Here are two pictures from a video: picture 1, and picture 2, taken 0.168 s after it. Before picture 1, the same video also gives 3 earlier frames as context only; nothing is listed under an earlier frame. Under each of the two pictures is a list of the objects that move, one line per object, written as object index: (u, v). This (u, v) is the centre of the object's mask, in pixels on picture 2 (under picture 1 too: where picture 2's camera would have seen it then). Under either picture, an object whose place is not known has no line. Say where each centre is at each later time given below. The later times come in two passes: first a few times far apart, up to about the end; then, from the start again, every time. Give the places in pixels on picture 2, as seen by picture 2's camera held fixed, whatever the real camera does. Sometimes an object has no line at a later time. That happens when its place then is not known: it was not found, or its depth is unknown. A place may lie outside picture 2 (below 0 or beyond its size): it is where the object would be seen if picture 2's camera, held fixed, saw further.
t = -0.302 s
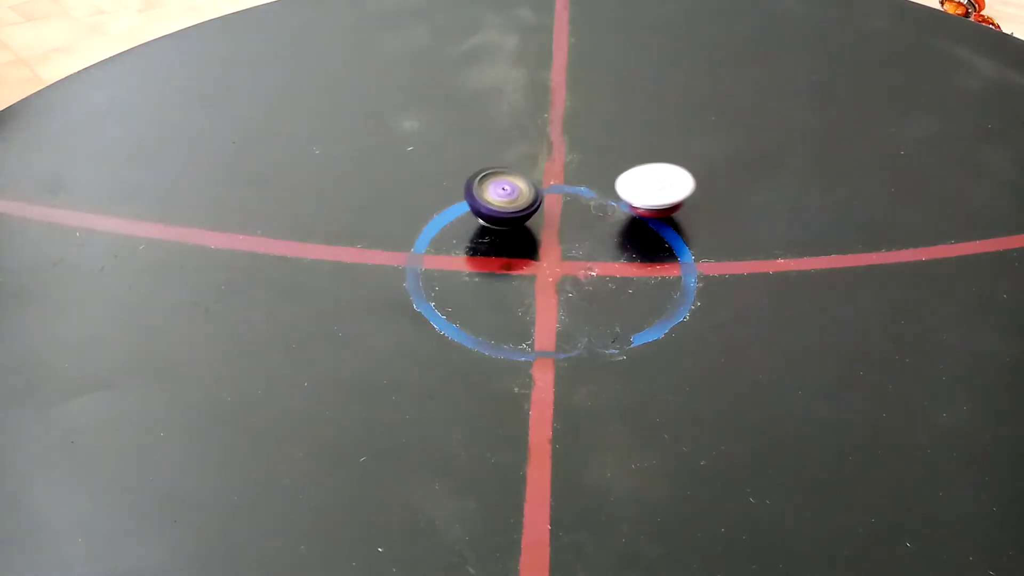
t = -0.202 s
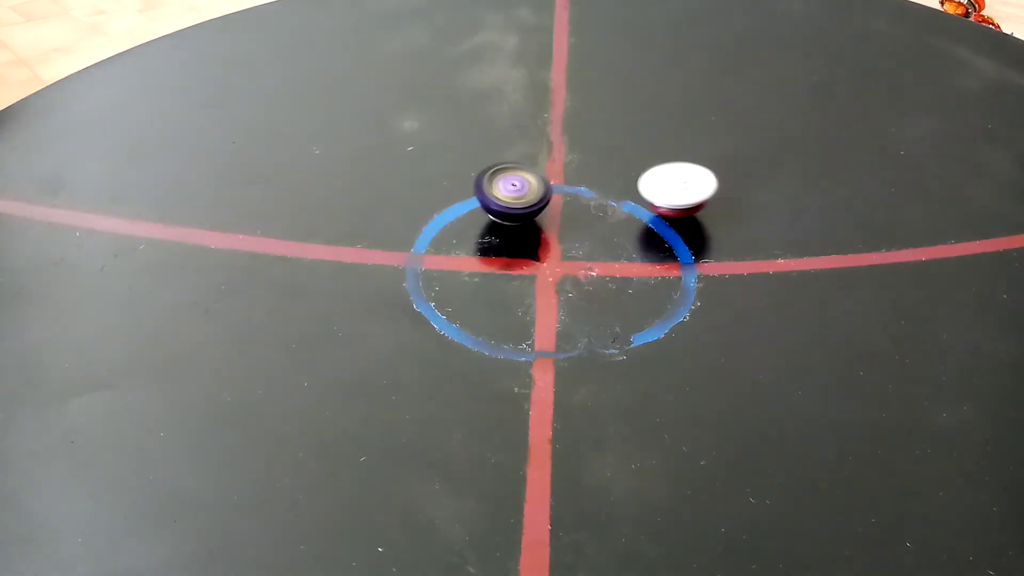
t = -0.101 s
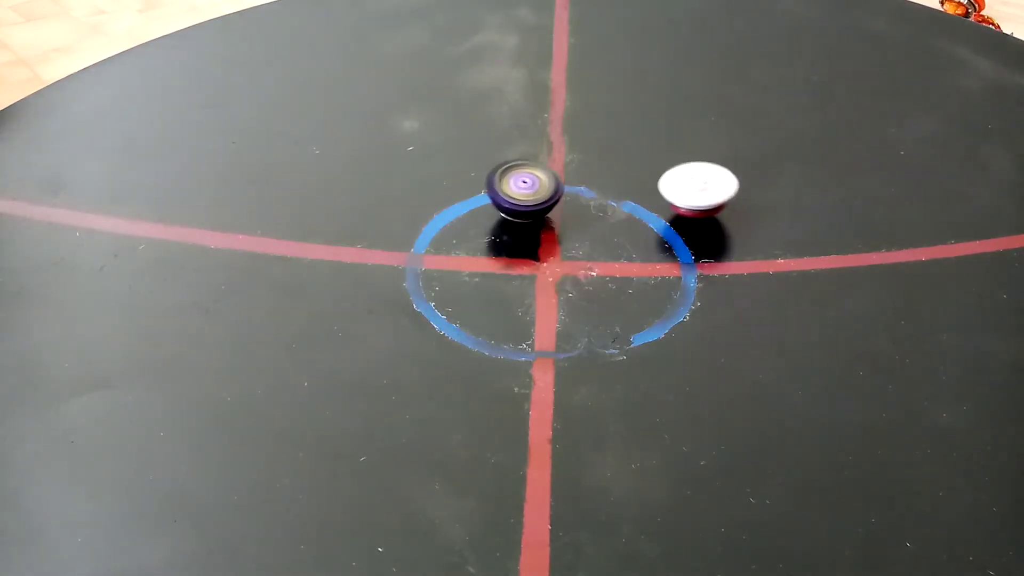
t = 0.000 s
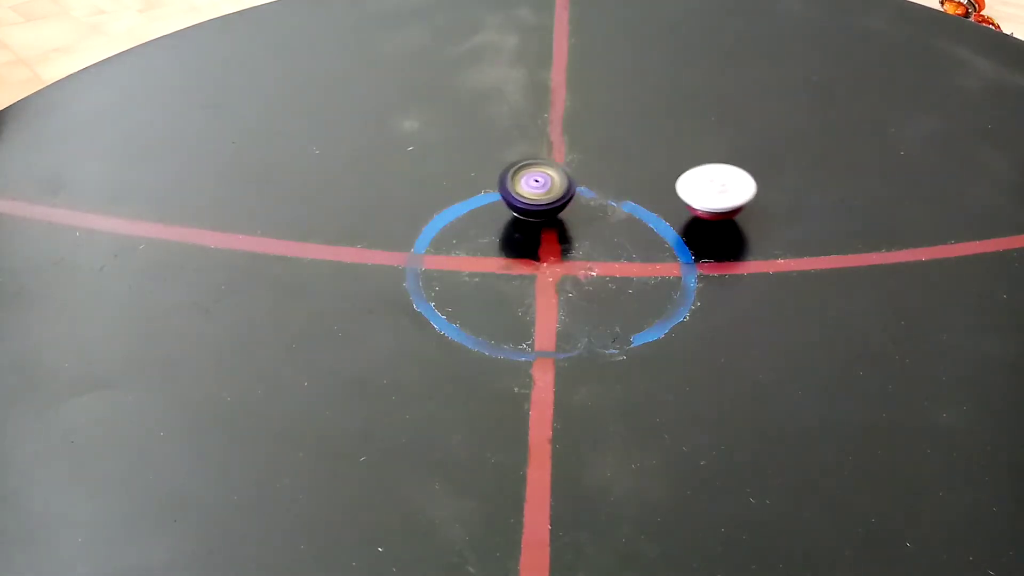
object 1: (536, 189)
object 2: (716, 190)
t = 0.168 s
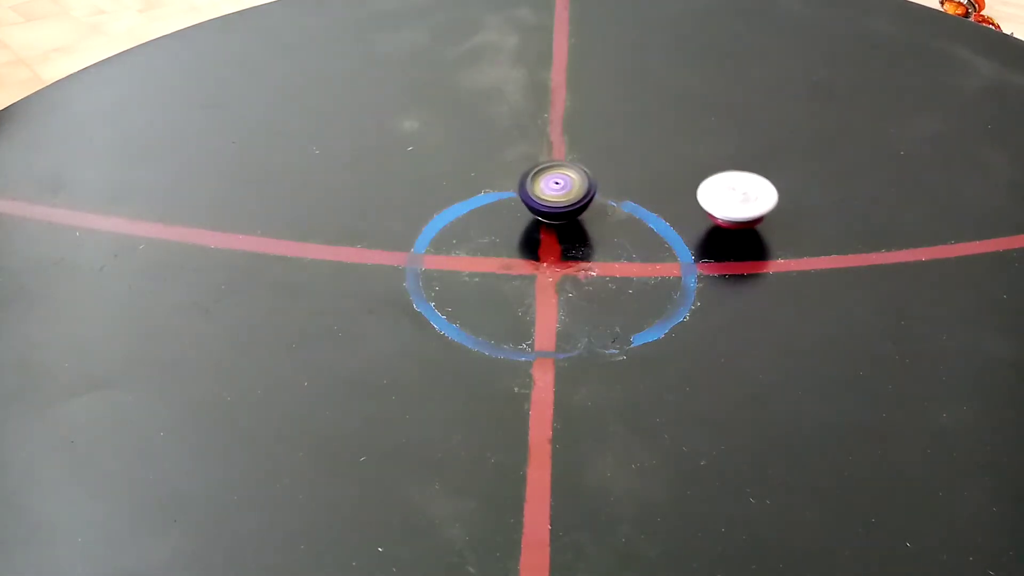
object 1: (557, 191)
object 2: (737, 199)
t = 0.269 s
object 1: (569, 196)
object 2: (744, 206)
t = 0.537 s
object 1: (603, 220)
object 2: (729, 231)
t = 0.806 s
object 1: (597, 244)
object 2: (722, 260)
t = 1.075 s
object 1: (583, 259)
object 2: (700, 287)
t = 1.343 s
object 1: (561, 264)
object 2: (650, 296)
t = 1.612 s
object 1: (519, 255)
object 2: (616, 290)
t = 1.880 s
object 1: (477, 238)
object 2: (613, 277)
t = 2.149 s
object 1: (460, 220)
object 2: (610, 255)
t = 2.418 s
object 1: (465, 205)
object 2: (610, 235)
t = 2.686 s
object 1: (487, 197)
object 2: (611, 218)
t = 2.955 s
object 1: (520, 203)
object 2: (606, 210)
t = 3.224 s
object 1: (524, 214)
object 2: (622, 212)
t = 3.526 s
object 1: (527, 233)
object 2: (622, 226)
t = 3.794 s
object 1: (522, 250)
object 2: (608, 238)
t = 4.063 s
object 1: (499, 263)
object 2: (591, 247)
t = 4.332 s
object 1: (479, 263)
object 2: (590, 245)
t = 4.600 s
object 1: (470, 253)
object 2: (591, 252)
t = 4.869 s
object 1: (477, 240)
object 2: (570, 251)
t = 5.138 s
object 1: (495, 230)
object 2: (581, 241)
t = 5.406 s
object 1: (519, 229)
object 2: (602, 241)
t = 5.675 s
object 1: (495, 229)
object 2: (663, 239)
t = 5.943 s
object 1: (489, 229)
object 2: (698, 233)
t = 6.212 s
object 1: (491, 226)
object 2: (711, 228)
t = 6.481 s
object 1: (502, 225)
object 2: (697, 227)
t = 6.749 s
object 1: (516, 227)
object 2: (664, 231)
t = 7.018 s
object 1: (532, 233)
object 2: (615, 237)
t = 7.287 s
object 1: (515, 240)
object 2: (603, 243)
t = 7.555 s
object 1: (500, 241)
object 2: (597, 253)
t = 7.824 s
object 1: (491, 238)
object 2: (573, 254)
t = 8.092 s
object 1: (482, 230)
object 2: (569, 250)
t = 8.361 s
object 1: (484, 222)
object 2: (575, 243)
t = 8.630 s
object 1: (500, 217)
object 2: (589, 232)
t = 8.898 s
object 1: (520, 218)
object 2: (601, 224)
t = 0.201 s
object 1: (561, 192)
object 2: (740, 201)
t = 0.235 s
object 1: (565, 194)
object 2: (742, 203)
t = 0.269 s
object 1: (569, 196)
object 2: (744, 206)
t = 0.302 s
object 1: (573, 198)
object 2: (745, 209)
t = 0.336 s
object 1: (577, 200)
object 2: (745, 212)
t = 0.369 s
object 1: (581, 203)
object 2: (744, 215)
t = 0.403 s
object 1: (585, 207)
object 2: (742, 218)
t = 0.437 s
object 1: (590, 210)
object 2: (740, 221)
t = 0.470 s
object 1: (595, 214)
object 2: (737, 225)
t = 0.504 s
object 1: (599, 217)
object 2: (733, 228)
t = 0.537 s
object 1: (603, 220)
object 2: (729, 231)
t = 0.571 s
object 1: (608, 224)
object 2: (724, 235)
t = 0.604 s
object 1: (612, 227)
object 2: (718, 238)
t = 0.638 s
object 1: (617, 231)
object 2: (712, 240)
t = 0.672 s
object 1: (620, 234)
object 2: (707, 243)
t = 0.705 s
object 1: (614, 237)
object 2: (712, 247)
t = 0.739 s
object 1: (607, 240)
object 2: (718, 252)
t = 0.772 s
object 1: (602, 242)
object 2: (721, 256)
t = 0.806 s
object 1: (597, 244)
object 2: (722, 260)
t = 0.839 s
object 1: (593, 246)
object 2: (722, 264)
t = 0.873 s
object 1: (591, 249)
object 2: (721, 268)
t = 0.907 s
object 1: (589, 251)
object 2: (719, 271)
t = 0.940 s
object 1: (589, 252)
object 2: (716, 275)
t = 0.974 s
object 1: (587, 254)
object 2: (713, 279)
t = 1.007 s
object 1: (586, 256)
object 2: (709, 282)
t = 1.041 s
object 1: (585, 258)
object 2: (705, 285)
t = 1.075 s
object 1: (583, 259)
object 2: (700, 287)
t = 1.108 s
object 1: (581, 260)
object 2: (694, 289)
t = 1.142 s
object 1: (579, 261)
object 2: (689, 291)
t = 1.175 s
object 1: (577, 262)
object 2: (683, 293)
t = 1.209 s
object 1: (574, 263)
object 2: (677, 294)
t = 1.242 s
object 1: (570, 264)
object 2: (670, 295)
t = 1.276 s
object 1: (567, 264)
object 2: (663, 296)
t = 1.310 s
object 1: (564, 264)
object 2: (657, 296)
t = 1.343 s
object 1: (561, 264)
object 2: (650, 296)
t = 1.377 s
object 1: (558, 263)
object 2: (642, 296)
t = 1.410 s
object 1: (555, 263)
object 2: (635, 295)
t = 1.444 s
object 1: (551, 263)
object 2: (628, 294)
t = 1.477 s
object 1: (548, 262)
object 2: (620, 293)
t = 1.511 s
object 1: (543, 261)
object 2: (616, 292)
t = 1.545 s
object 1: (534, 259)
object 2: (617, 292)
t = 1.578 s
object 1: (525, 257)
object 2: (617, 291)
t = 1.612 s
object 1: (519, 255)
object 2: (616, 290)
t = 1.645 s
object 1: (512, 252)
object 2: (616, 289)
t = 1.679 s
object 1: (507, 250)
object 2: (615, 288)
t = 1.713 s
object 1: (501, 248)
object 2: (615, 287)
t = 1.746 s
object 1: (495, 246)
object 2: (614, 285)
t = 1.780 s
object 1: (490, 243)
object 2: (614, 283)
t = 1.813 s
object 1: (485, 242)
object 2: (614, 282)
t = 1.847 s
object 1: (481, 240)
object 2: (613, 279)
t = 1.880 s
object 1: (477, 238)
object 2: (613, 277)
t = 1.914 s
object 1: (474, 236)
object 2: (613, 274)
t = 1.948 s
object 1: (471, 234)
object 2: (612, 272)
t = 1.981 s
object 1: (469, 232)
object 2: (612, 269)
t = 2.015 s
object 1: (467, 229)
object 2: (612, 266)
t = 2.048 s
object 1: (465, 227)
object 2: (611, 263)
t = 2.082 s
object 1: (462, 225)
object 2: (611, 260)
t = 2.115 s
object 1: (461, 222)
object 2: (610, 257)
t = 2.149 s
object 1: (460, 220)
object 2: (610, 255)
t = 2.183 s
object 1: (459, 218)
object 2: (609, 251)
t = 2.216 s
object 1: (459, 217)
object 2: (609, 249)
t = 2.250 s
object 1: (459, 214)
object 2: (609, 246)
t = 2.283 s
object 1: (460, 212)
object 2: (610, 244)
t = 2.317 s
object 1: (460, 210)
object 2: (610, 242)
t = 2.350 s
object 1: (462, 208)
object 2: (610, 241)
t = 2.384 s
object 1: (463, 207)
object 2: (610, 238)
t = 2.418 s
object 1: (465, 205)
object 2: (610, 235)
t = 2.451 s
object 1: (467, 203)
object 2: (610, 233)
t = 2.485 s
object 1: (469, 202)
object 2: (610, 231)
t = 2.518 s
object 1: (472, 201)
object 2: (610, 229)
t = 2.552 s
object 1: (474, 200)
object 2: (611, 226)
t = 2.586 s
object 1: (477, 199)
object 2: (611, 224)
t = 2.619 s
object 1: (480, 198)
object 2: (611, 222)
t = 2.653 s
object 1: (484, 197)
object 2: (611, 220)
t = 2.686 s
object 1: (487, 197)
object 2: (611, 218)
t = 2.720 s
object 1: (491, 197)
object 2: (611, 217)
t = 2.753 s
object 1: (495, 197)
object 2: (611, 216)
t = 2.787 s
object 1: (499, 198)
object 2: (610, 214)
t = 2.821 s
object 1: (503, 199)
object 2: (610, 213)
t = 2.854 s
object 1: (507, 199)
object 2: (609, 211)
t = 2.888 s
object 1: (511, 201)
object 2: (609, 210)
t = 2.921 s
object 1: (515, 202)
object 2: (607, 210)
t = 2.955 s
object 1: (520, 203)
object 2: (606, 210)
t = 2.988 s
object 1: (525, 205)
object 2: (605, 209)
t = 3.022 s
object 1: (526, 206)
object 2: (607, 208)
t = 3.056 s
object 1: (524, 207)
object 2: (612, 209)
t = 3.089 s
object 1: (522, 208)
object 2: (615, 209)
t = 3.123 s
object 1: (522, 210)
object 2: (617, 209)
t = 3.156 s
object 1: (522, 211)
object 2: (619, 210)
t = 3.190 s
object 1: (523, 212)
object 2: (620, 211)
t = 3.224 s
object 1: (524, 214)
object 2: (622, 212)
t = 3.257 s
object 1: (525, 216)
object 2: (623, 214)
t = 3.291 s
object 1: (526, 218)
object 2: (624, 215)
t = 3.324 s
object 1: (526, 220)
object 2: (625, 217)
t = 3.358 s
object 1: (527, 222)
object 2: (625, 218)
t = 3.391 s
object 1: (528, 224)
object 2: (625, 220)
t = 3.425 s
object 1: (528, 227)
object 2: (624, 221)
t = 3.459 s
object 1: (527, 229)
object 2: (624, 223)
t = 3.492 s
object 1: (527, 231)
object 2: (623, 224)
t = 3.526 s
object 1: (527, 233)
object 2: (622, 226)
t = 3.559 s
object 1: (527, 235)
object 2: (621, 228)
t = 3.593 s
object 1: (527, 237)
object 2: (620, 229)
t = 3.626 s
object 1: (527, 240)
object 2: (618, 231)
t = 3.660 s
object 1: (526, 241)
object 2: (617, 232)
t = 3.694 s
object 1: (525, 244)
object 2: (615, 234)
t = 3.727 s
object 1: (525, 246)
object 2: (613, 235)
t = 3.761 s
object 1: (523, 248)
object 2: (610, 237)
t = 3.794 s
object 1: (522, 250)
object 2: (608, 238)
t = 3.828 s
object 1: (520, 252)
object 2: (604, 240)
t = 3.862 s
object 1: (519, 254)
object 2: (601, 241)
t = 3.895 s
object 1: (516, 256)
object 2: (599, 242)
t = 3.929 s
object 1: (512, 258)
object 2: (597, 242)
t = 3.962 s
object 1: (508, 259)
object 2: (594, 244)
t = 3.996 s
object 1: (505, 260)
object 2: (591, 245)
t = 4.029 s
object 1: (502, 262)
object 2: (591, 247)
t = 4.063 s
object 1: (499, 263)
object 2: (591, 247)
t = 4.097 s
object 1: (496, 264)
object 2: (591, 248)
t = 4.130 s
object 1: (493, 264)
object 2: (590, 248)
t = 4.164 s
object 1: (490, 265)
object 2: (588, 249)
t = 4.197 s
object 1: (488, 265)
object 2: (586, 249)
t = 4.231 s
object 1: (486, 265)
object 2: (585, 248)
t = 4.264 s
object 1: (483, 264)
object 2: (585, 246)
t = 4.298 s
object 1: (481, 264)
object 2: (587, 246)
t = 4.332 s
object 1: (479, 263)
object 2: (590, 245)
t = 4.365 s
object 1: (478, 262)
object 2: (593, 245)
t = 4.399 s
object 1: (476, 261)
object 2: (596, 247)
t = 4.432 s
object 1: (474, 260)
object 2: (598, 249)
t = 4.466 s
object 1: (472, 259)
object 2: (599, 250)
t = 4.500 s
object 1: (472, 257)
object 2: (598, 251)
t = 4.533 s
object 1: (471, 256)
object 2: (596, 252)
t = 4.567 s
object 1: (470, 255)
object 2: (593, 252)
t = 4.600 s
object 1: (470, 253)
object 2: (591, 252)
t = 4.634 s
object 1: (470, 251)
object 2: (588, 252)
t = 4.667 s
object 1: (470, 250)
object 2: (587, 252)
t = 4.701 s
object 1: (471, 248)
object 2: (584, 252)
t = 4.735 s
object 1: (472, 247)
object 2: (581, 252)
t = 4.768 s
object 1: (473, 245)
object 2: (579, 253)
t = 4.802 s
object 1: (474, 243)
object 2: (576, 253)
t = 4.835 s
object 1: (475, 242)
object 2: (573, 252)
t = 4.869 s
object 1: (477, 240)
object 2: (570, 251)
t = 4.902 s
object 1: (478, 239)
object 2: (568, 250)
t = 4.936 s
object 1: (481, 237)
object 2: (566, 249)
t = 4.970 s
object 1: (483, 236)
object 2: (566, 248)
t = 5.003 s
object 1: (485, 235)
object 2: (568, 246)
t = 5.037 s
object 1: (486, 233)
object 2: (570, 245)
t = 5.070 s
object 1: (489, 232)
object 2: (573, 244)
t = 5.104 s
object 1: (492, 231)
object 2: (577, 242)
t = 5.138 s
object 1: (495, 230)
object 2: (581, 241)
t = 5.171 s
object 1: (498, 230)
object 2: (584, 240)
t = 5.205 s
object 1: (501, 229)
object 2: (587, 239)
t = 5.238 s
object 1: (504, 229)
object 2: (590, 239)
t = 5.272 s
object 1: (507, 229)
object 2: (594, 239)
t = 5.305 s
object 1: (510, 228)
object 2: (597, 240)
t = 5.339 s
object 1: (513, 228)
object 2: (599, 240)
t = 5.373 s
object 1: (517, 229)
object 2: (600, 241)
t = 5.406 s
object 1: (519, 229)
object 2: (602, 241)
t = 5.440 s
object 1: (513, 229)
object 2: (612, 241)
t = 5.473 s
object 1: (507, 229)
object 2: (622, 241)
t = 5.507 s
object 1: (502, 229)
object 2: (631, 241)
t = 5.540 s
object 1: (500, 229)
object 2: (638, 241)
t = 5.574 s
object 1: (498, 229)
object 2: (645, 240)
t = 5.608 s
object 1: (496, 229)
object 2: (651, 240)
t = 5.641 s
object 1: (495, 229)
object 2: (657, 239)
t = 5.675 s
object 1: (495, 229)
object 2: (663, 239)
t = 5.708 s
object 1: (494, 230)
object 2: (669, 239)
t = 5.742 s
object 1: (493, 230)
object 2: (676, 237)
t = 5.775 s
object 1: (492, 230)
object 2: (681, 237)
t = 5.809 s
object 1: (492, 229)
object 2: (686, 236)
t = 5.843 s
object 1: (491, 229)
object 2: (690, 236)
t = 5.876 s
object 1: (491, 229)
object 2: (693, 236)
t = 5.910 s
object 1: (490, 229)
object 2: (696, 234)
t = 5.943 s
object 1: (489, 229)
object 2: (698, 233)
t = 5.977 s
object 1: (489, 229)
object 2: (700, 232)
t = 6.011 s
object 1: (488, 228)
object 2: (703, 232)
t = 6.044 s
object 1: (488, 228)
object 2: (705, 231)
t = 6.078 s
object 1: (489, 228)
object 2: (706, 231)
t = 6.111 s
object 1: (490, 227)
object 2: (708, 230)
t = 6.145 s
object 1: (490, 227)
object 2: (709, 229)
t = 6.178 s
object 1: (490, 227)
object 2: (710, 229)
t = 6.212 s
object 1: (491, 226)
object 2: (711, 228)
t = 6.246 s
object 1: (492, 226)
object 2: (711, 228)
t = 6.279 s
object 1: (493, 225)
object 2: (710, 228)
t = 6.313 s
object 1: (494, 225)
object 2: (709, 227)
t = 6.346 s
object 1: (495, 225)
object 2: (708, 227)
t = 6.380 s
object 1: (497, 225)
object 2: (706, 227)
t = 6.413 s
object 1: (498, 225)
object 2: (703, 227)
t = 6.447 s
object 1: (500, 225)
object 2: (700, 227)
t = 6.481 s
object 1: (502, 225)
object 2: (697, 227)
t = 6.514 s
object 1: (504, 225)
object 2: (694, 228)
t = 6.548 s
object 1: (506, 225)
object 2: (690, 228)
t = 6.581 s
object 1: (508, 226)
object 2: (687, 228)
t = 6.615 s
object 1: (509, 226)
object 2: (683, 229)
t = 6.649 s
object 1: (511, 226)
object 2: (679, 229)
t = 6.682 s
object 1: (512, 226)
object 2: (674, 230)
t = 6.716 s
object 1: (514, 226)
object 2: (669, 230)
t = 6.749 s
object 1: (516, 227)
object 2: (664, 231)
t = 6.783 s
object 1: (518, 227)
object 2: (658, 232)
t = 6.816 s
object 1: (520, 228)
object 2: (653, 232)
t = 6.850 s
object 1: (522, 228)
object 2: (647, 233)
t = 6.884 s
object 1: (523, 228)
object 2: (642, 234)
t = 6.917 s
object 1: (525, 229)
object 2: (636, 235)
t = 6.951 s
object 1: (528, 230)
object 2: (629, 236)
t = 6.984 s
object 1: (529, 231)
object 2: (622, 236)
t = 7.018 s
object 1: (532, 233)
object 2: (615, 237)
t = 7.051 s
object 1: (528, 234)
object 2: (613, 238)
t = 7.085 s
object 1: (525, 234)
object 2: (612, 239)
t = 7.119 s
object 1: (523, 235)
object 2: (610, 240)
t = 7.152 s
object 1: (522, 236)
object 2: (607, 241)
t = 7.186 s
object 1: (521, 237)
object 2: (606, 242)
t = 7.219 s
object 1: (521, 239)
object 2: (604, 243)
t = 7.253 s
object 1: (518, 239)
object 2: (603, 243)
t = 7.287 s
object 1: (515, 240)
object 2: (603, 243)
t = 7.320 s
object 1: (513, 240)
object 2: (603, 244)
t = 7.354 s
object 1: (511, 240)
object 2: (605, 246)
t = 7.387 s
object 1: (509, 241)
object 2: (606, 248)
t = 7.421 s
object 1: (507, 241)
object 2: (605, 249)
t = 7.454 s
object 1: (505, 241)
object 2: (604, 250)
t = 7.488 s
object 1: (503, 241)
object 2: (602, 251)
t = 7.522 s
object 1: (502, 241)
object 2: (600, 252)
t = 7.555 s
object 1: (500, 241)
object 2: (597, 253)
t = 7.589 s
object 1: (499, 241)
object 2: (594, 253)
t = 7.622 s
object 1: (497, 241)
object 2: (592, 254)
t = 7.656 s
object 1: (496, 240)
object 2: (589, 254)
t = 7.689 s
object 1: (495, 240)
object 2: (586, 254)
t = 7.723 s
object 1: (494, 240)
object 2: (583, 254)
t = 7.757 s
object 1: (493, 239)
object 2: (580, 254)
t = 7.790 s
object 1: (492, 239)
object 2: (576, 254)
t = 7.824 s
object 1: (491, 238)
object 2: (573, 254)
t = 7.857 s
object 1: (491, 237)
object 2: (571, 254)
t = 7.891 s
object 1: (490, 237)
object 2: (569, 253)
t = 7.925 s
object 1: (489, 236)
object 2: (567, 253)
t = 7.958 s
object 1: (487, 235)
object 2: (566, 253)
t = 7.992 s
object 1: (486, 234)
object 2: (566, 252)
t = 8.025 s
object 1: (484, 232)
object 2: (567, 251)
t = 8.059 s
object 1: (483, 231)
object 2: (568, 251)
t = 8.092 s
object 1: (482, 230)
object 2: (569, 250)
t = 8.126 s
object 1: (482, 229)
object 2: (569, 249)
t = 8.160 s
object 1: (481, 228)
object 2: (571, 248)
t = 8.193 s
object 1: (481, 227)
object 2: (572, 246)
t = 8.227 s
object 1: (482, 226)
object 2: (573, 245)
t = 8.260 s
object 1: (482, 225)
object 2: (576, 244)
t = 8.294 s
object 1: (483, 224)
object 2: (577, 244)
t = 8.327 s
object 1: (483, 223)
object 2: (576, 244)
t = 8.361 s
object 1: (484, 222)
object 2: (575, 243)
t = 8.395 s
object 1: (486, 221)
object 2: (576, 241)
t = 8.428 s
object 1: (487, 220)
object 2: (579, 240)
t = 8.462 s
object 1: (489, 220)
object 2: (581, 238)
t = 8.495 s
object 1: (491, 219)
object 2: (584, 236)
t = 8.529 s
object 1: (492, 218)
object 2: (587, 236)
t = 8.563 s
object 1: (495, 218)
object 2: (589, 234)
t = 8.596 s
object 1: (497, 217)
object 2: (588, 233)
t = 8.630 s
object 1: (500, 217)
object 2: (589, 232)
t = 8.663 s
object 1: (502, 217)
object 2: (591, 231)
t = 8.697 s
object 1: (505, 217)
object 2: (592, 229)
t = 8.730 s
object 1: (508, 217)
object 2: (594, 228)
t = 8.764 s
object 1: (510, 217)
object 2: (595, 227)
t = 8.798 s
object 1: (513, 217)
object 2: (596, 227)
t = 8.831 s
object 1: (516, 218)
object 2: (598, 226)
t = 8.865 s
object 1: (519, 218)
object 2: (599, 225)
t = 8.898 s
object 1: (520, 218)
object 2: (601, 224)
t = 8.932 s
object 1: (521, 219)
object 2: (605, 224)
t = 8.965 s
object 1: (523, 220)
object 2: (608, 224)
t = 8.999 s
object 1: (524, 220)
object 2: (611, 224)
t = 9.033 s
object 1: (526, 222)
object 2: (613, 224)
